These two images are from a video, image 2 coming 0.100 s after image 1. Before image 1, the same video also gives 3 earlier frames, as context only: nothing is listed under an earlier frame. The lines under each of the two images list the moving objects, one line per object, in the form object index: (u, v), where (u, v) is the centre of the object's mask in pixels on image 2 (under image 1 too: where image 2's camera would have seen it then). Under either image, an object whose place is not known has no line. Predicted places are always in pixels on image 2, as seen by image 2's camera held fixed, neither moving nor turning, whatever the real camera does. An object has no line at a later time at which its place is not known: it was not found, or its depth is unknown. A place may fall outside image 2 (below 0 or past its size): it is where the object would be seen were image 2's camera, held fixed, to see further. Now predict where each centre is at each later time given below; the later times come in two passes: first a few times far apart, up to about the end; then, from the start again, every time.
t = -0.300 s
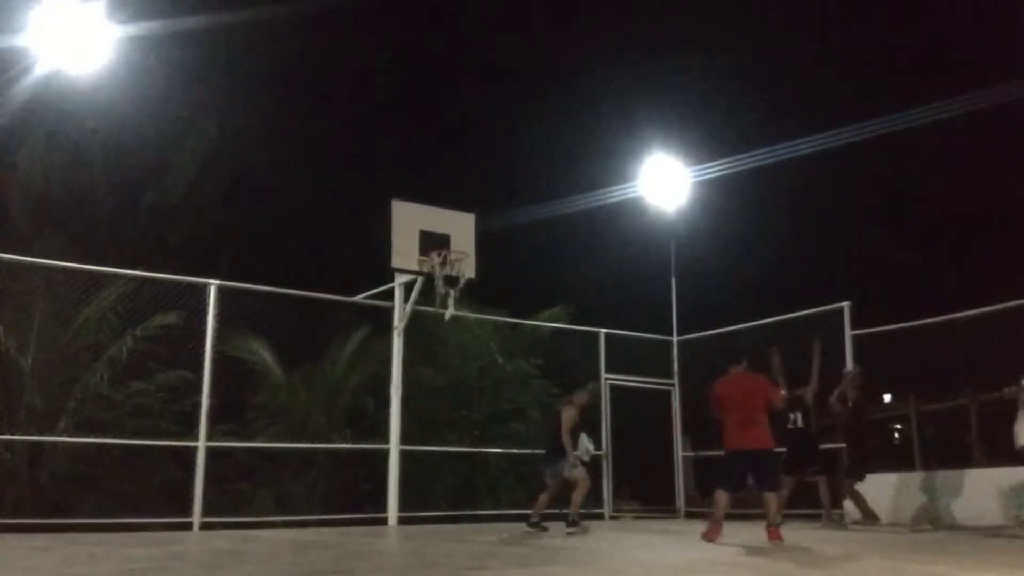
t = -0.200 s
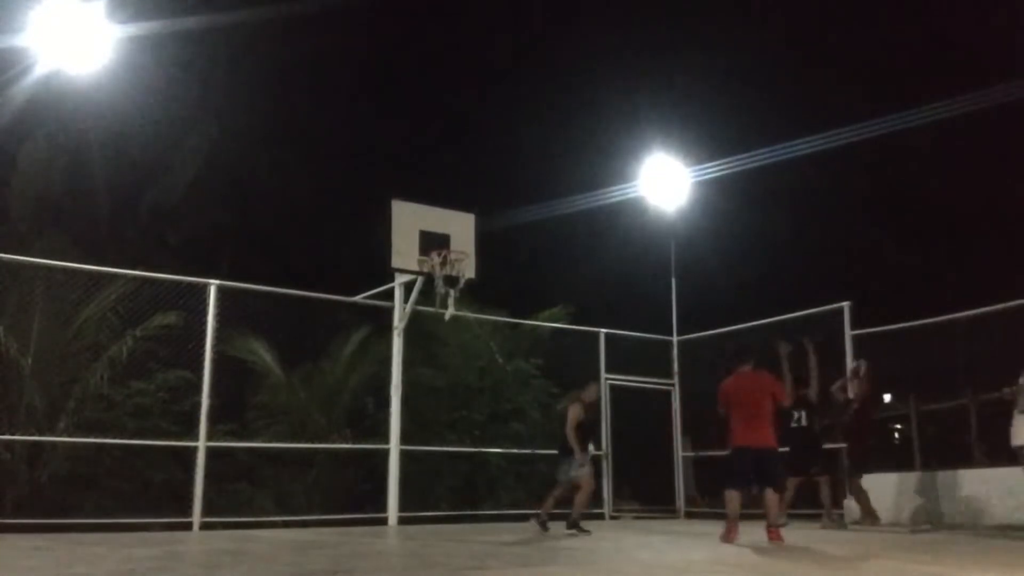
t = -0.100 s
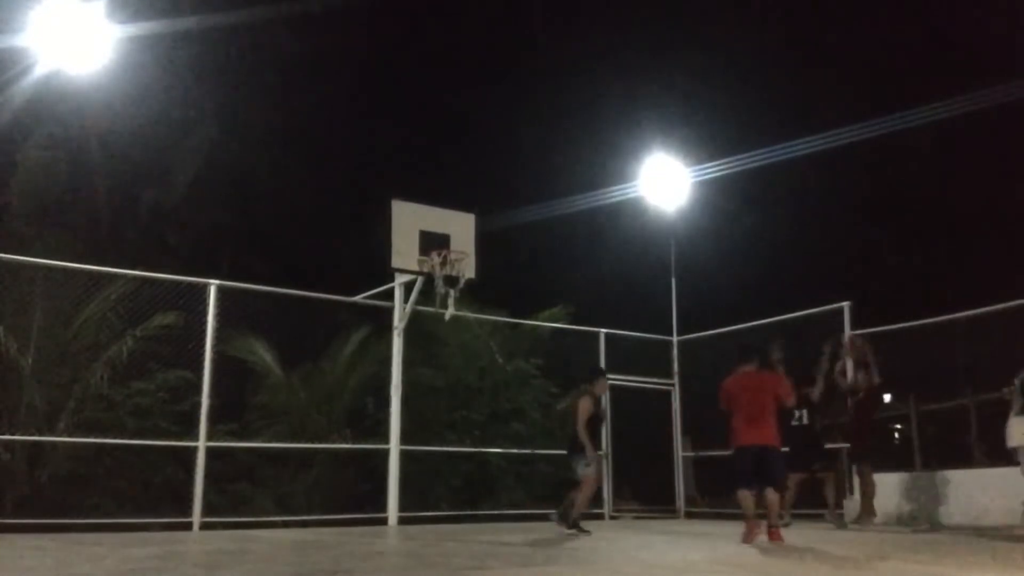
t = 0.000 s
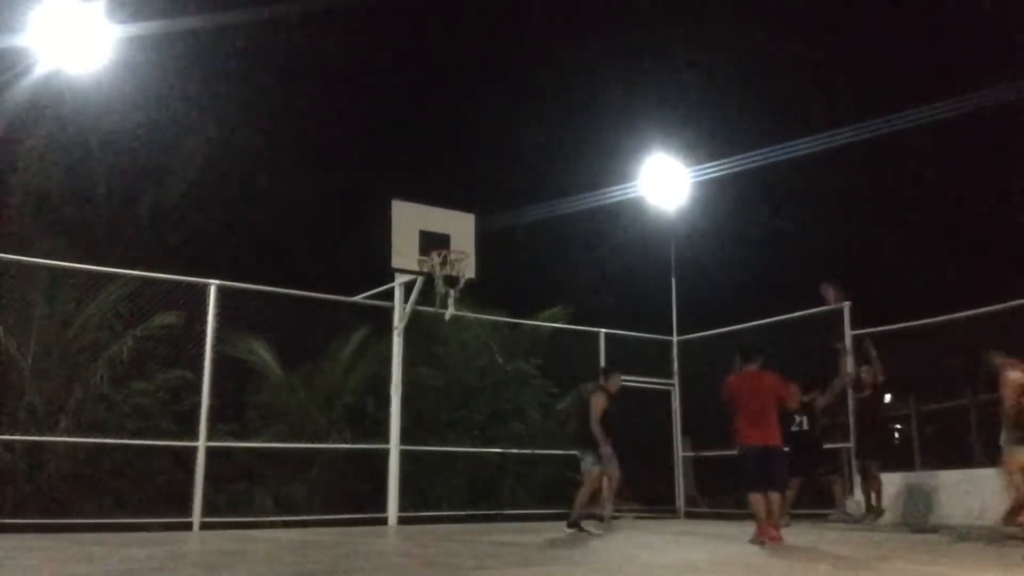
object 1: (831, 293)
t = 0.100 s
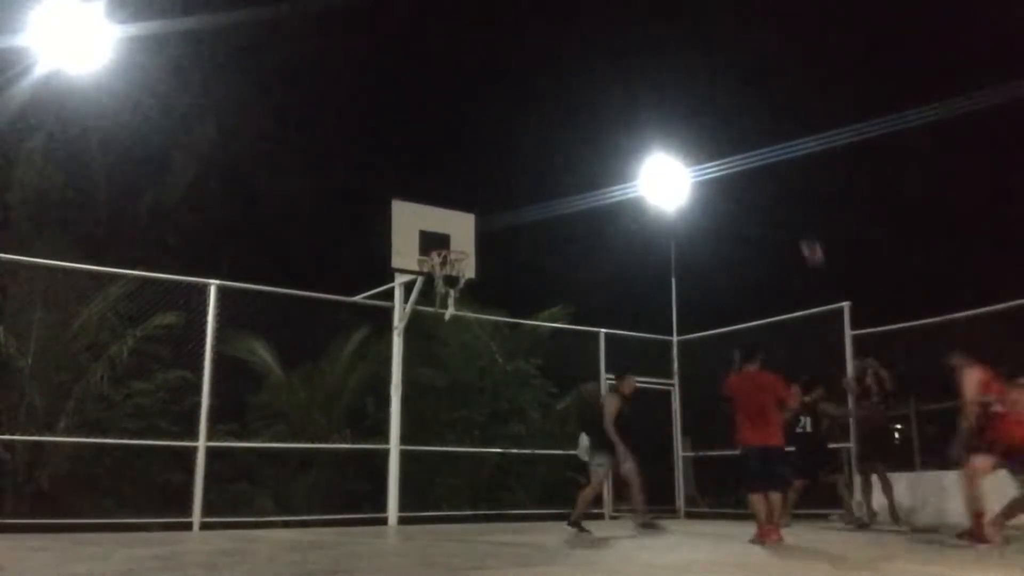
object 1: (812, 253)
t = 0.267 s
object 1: (781, 192)
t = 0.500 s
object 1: (730, 141)
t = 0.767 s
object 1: (665, 135)
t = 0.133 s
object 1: (807, 239)
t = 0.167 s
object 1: (801, 226)
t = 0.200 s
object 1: (794, 215)
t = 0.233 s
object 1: (788, 204)
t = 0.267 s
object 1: (781, 192)
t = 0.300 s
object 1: (774, 183)
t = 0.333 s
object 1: (768, 175)
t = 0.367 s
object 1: (761, 166)
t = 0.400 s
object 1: (754, 160)
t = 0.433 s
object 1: (746, 149)
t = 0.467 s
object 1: (737, 143)
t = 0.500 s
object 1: (730, 141)
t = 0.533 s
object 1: (722, 135)
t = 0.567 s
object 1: (715, 133)
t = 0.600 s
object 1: (708, 131)
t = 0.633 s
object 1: (701, 128)
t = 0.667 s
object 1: (692, 128)
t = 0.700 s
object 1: (684, 130)
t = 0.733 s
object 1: (677, 131)
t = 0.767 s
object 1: (665, 135)
